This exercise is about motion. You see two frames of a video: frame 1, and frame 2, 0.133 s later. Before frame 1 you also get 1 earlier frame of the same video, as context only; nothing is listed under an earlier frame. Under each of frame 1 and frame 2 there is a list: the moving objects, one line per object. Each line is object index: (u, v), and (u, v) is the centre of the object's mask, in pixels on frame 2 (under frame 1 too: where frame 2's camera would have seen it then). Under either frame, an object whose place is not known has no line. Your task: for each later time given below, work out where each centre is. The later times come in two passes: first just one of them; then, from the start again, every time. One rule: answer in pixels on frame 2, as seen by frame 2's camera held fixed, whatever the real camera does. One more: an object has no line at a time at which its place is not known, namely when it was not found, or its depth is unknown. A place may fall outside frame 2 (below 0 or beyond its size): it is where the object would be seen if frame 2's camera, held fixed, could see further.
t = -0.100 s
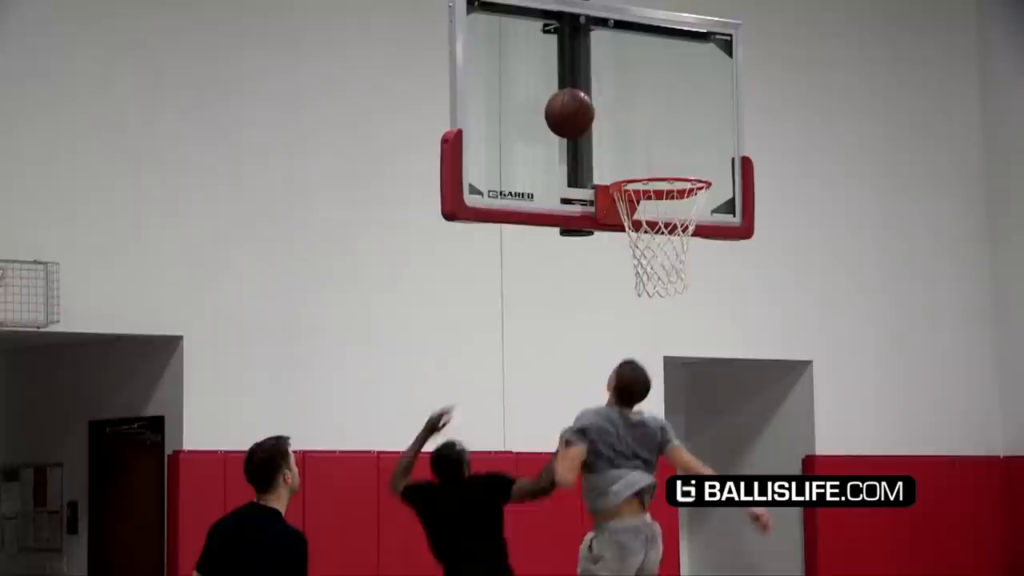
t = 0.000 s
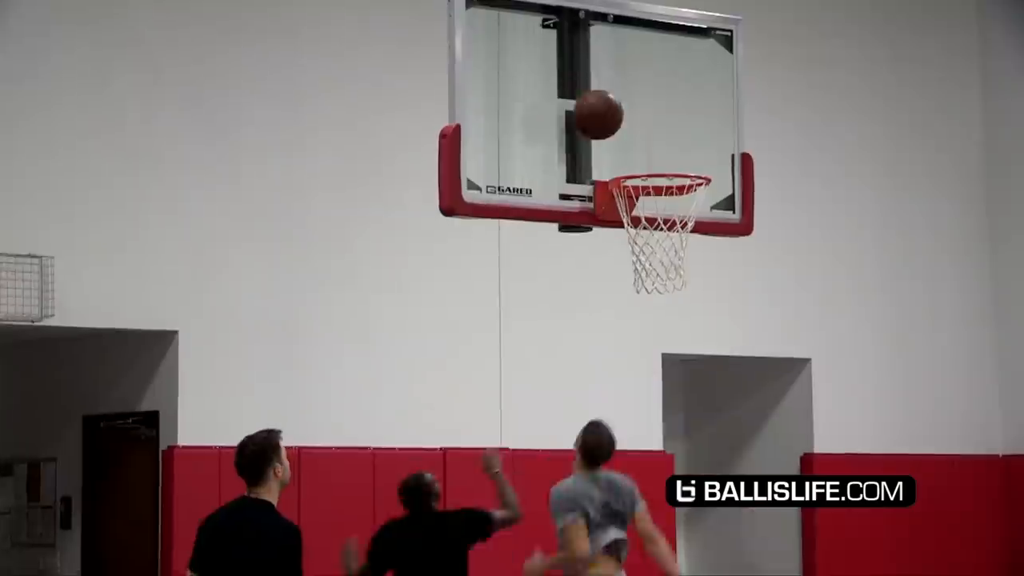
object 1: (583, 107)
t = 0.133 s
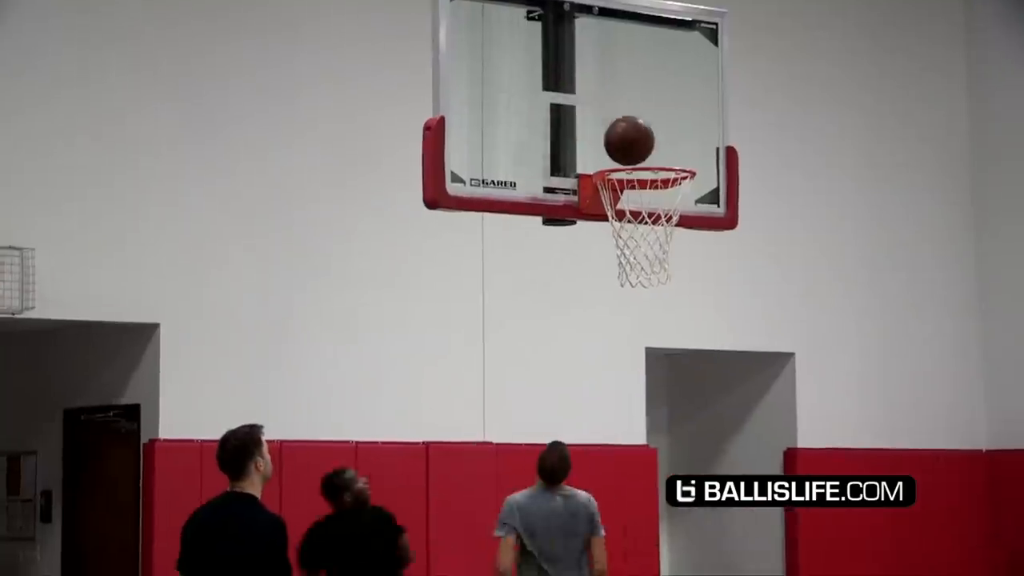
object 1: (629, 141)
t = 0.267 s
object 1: (674, 209)
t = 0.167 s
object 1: (640, 150)
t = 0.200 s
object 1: (652, 171)
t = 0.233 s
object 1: (664, 190)
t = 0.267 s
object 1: (674, 209)
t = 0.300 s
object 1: (681, 225)
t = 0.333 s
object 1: (684, 234)
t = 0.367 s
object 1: (685, 252)
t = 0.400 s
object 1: (685, 255)
